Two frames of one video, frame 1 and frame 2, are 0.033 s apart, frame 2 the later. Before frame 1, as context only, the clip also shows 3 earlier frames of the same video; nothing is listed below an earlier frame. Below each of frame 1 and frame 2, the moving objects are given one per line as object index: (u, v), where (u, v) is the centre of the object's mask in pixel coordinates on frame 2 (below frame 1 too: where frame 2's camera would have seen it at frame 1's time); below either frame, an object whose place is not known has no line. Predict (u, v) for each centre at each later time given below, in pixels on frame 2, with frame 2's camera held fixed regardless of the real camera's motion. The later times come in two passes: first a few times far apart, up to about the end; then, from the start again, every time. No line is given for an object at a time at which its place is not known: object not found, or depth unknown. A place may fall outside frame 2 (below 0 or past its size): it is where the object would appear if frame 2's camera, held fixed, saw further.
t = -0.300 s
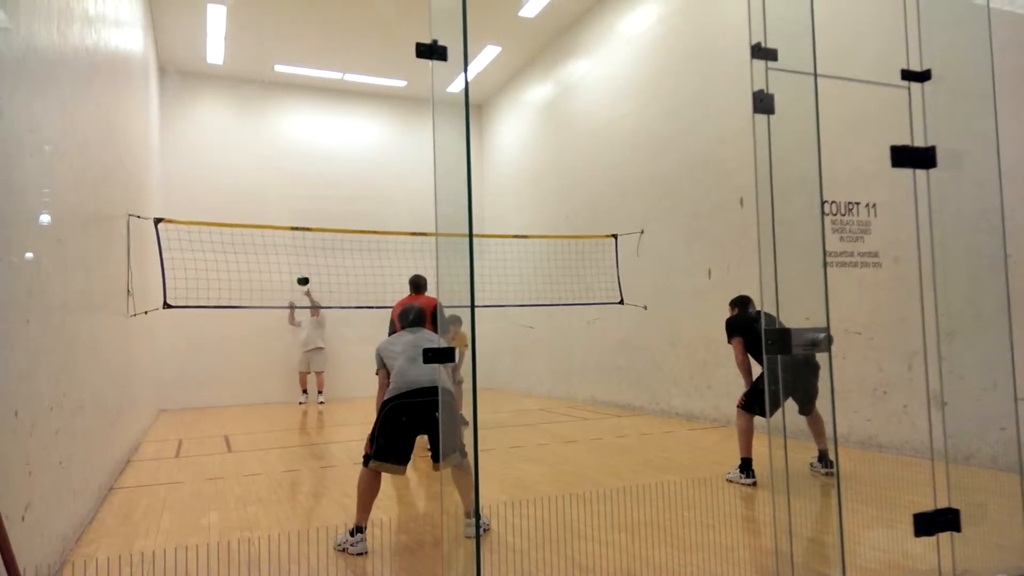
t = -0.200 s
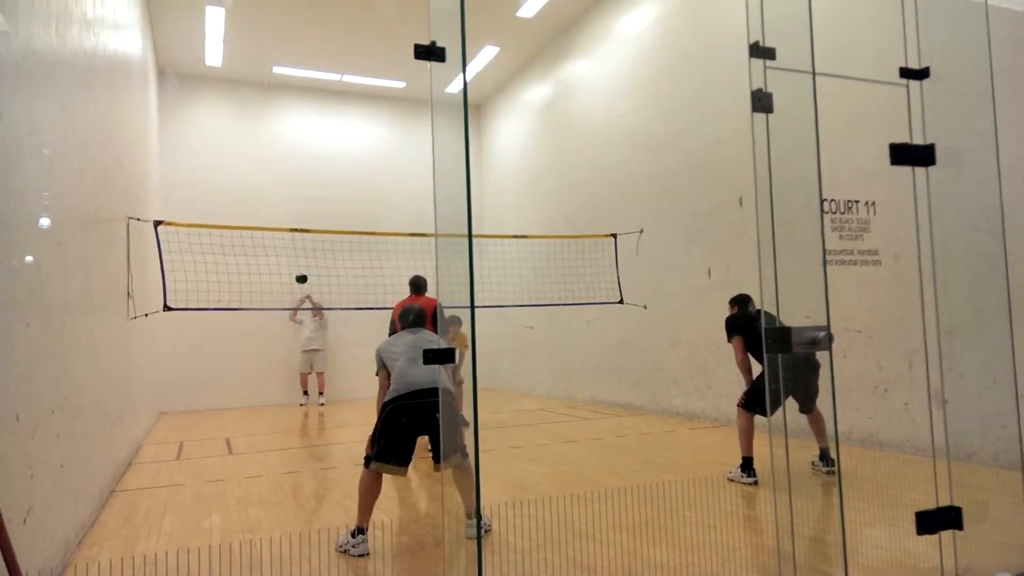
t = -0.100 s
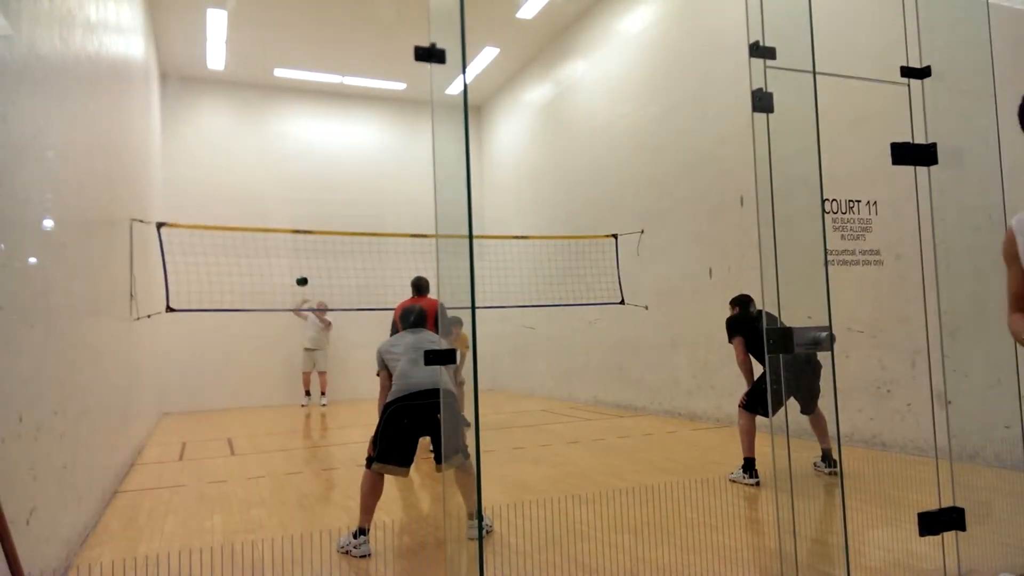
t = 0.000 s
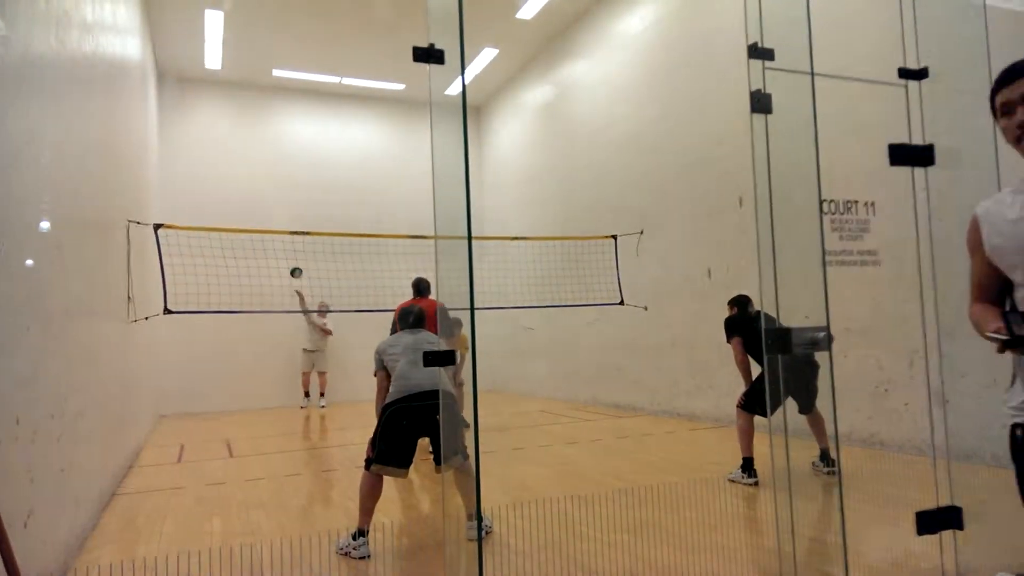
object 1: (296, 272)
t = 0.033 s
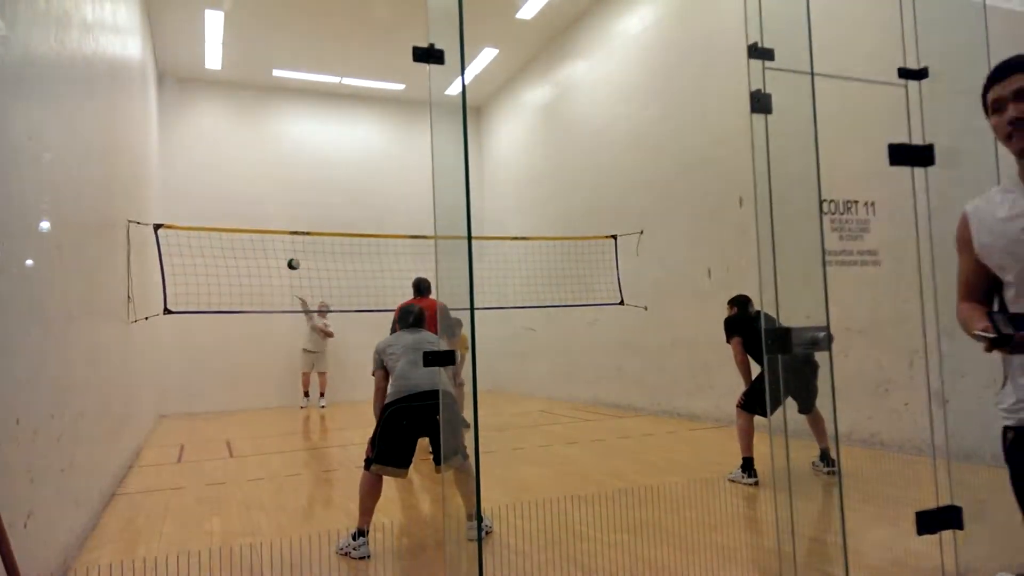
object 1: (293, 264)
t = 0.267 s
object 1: (272, 214)
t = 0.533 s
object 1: (241, 189)
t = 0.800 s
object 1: (200, 225)
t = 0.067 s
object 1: (290, 256)
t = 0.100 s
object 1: (288, 248)
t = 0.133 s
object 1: (284, 241)
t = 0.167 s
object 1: (281, 234)
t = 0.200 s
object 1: (278, 225)
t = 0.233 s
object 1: (275, 220)
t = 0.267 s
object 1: (272, 214)
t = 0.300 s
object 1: (268, 209)
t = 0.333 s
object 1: (265, 204)
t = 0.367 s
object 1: (262, 200)
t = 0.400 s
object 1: (258, 196)
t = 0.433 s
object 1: (254, 193)
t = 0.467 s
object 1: (250, 191)
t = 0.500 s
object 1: (246, 189)
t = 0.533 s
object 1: (241, 189)
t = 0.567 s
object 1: (237, 189)
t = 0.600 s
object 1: (232, 190)
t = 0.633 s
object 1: (227, 192)
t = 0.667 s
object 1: (222, 196)
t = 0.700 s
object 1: (217, 201)
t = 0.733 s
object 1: (212, 207)
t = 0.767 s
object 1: (206, 215)
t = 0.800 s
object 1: (200, 225)
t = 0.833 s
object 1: (194, 237)
